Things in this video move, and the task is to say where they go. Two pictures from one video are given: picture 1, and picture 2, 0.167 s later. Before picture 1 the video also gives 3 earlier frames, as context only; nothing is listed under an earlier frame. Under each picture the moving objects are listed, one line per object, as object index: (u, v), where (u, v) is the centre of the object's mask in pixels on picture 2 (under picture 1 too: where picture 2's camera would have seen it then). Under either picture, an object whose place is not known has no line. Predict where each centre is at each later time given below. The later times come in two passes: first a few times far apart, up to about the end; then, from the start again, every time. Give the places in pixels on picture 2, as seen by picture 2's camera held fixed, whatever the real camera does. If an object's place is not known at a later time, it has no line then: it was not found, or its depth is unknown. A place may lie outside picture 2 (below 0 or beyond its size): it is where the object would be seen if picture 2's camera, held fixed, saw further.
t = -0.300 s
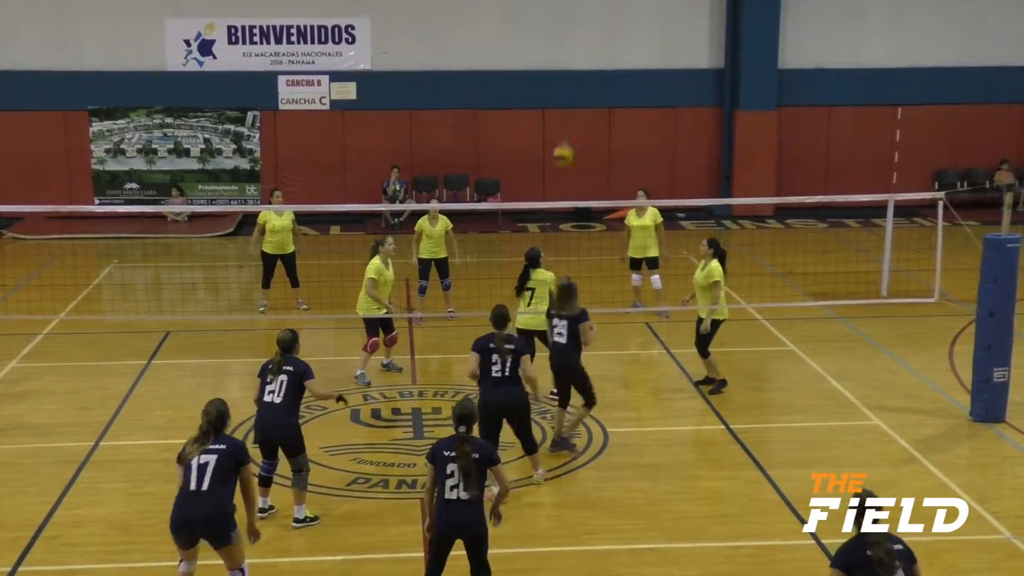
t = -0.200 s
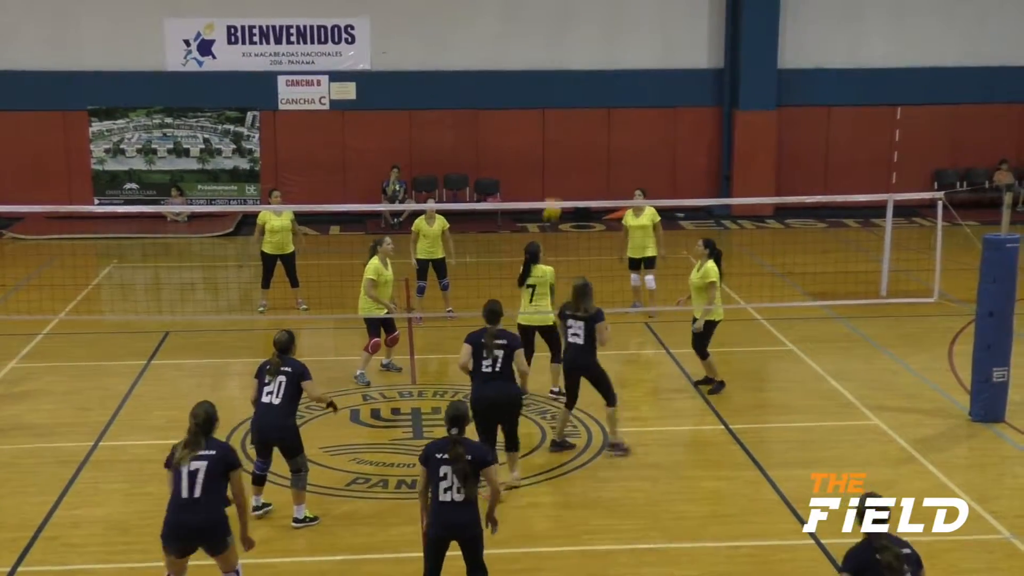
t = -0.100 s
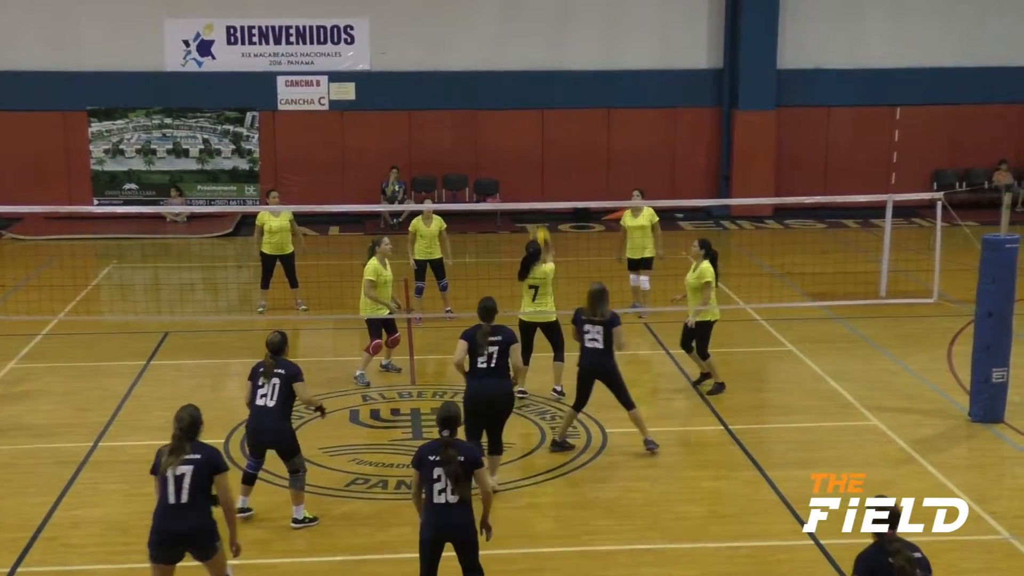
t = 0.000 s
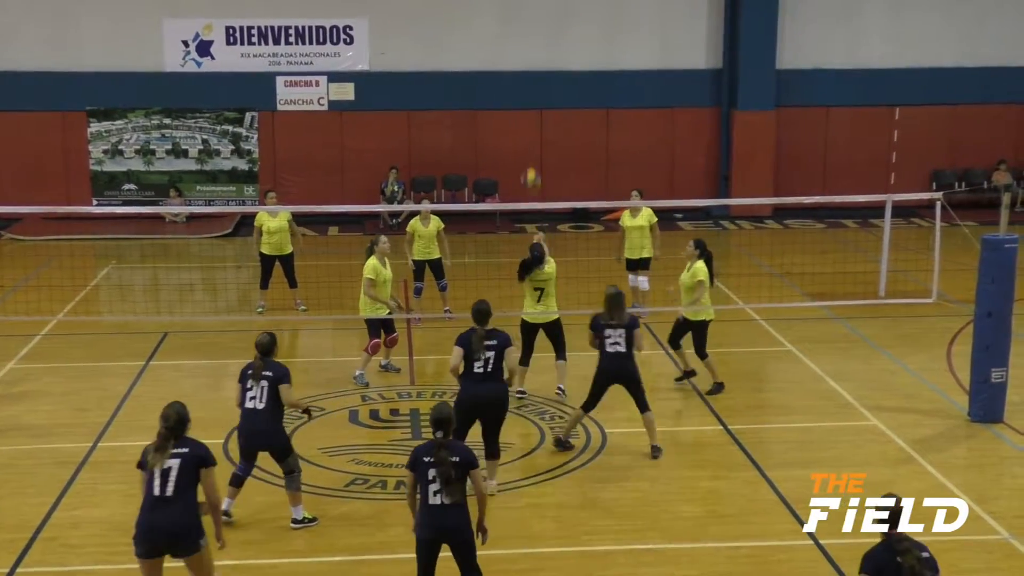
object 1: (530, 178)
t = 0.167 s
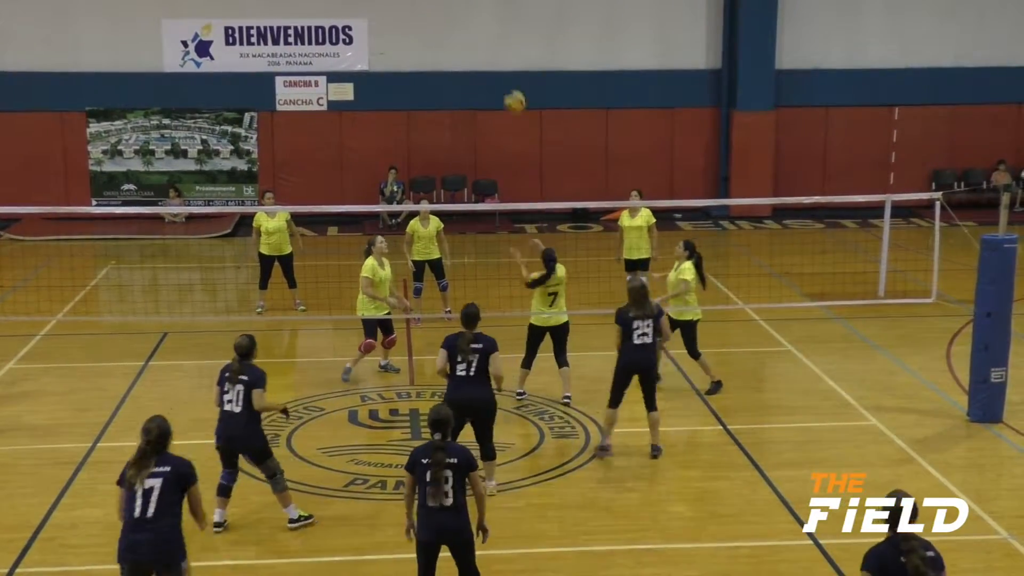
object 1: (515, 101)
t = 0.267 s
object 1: (506, 68)
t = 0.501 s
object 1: (486, 23)
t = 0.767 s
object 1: (464, 36)
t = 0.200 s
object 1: (512, 91)
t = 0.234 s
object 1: (509, 80)
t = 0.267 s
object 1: (506, 68)
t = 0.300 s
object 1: (504, 58)
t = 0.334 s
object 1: (501, 50)
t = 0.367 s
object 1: (498, 43)
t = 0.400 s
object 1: (494, 36)
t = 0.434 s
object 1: (491, 31)
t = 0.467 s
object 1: (489, 26)
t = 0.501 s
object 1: (486, 23)
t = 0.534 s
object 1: (483, 21)
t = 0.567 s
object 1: (480, 20)
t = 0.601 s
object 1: (477, 20)
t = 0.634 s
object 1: (475, 22)
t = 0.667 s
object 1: (472, 24)
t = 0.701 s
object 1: (470, 26)
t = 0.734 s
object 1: (467, 31)
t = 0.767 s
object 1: (464, 36)
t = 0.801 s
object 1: (461, 42)
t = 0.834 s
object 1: (458, 50)
